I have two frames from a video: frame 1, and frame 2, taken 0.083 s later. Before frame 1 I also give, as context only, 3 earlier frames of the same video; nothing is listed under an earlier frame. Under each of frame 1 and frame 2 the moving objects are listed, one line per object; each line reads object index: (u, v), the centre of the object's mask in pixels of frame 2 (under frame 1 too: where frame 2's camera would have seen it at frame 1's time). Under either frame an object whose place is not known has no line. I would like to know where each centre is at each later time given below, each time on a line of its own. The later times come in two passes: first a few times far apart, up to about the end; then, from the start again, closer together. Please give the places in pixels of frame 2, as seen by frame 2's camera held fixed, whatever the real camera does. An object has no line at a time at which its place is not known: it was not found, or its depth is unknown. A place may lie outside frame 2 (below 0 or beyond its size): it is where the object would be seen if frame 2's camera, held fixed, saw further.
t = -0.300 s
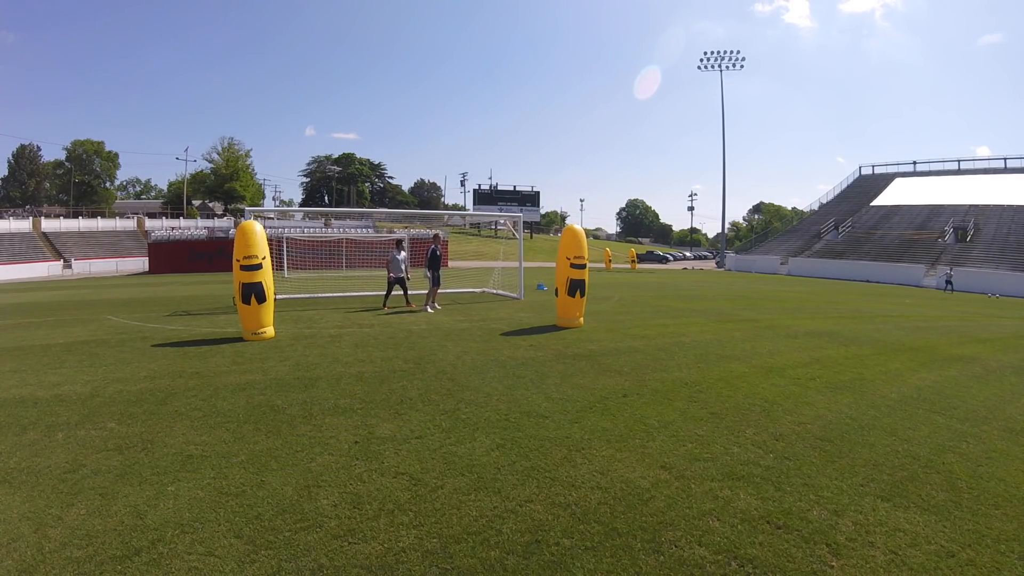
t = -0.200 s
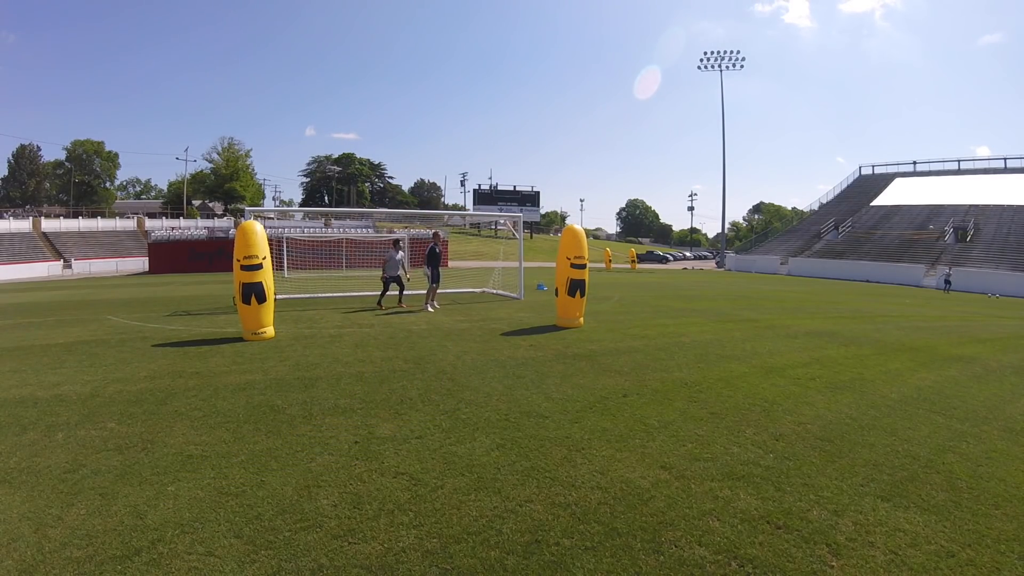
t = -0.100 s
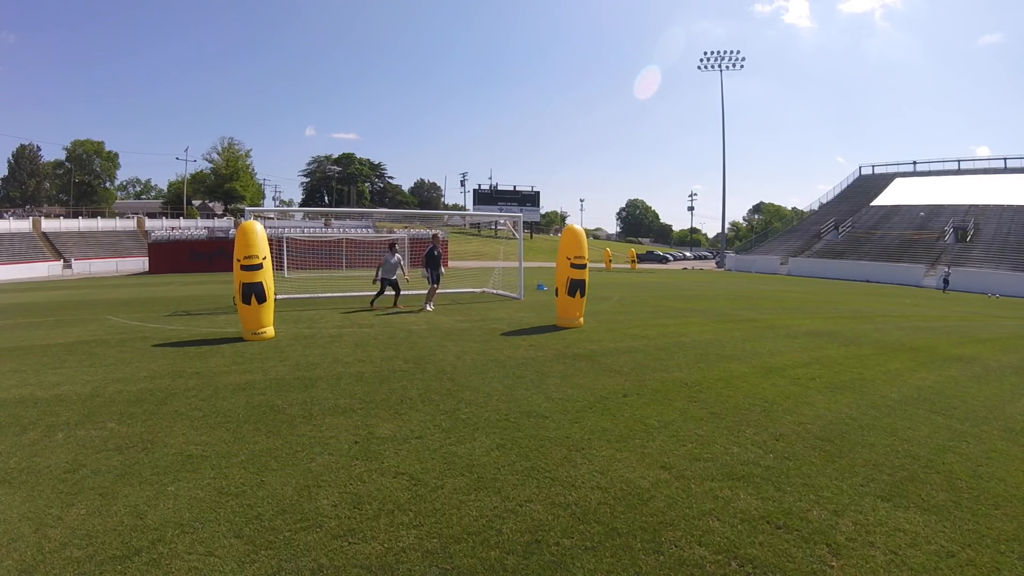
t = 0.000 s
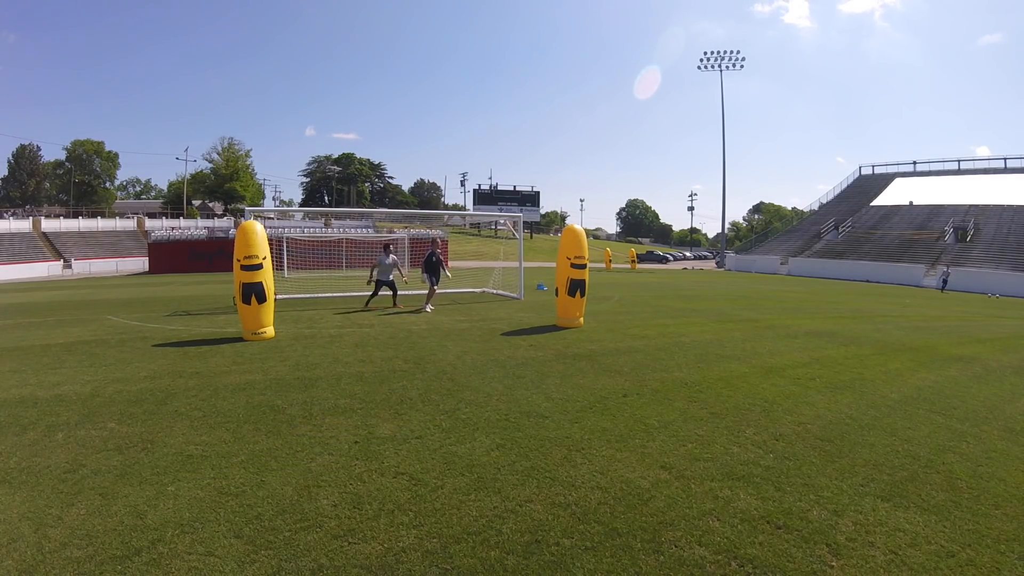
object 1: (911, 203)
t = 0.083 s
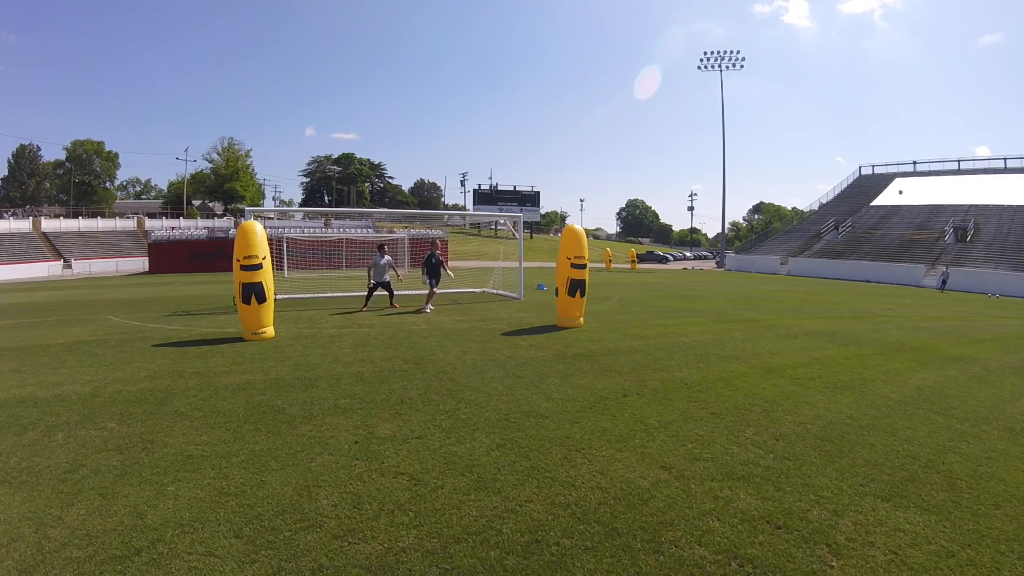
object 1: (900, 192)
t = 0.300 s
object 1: (866, 167)
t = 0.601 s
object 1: (800, 138)
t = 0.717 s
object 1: (766, 131)
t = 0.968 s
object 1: (669, 128)
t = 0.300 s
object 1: (866, 167)
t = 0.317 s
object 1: (863, 165)
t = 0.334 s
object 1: (860, 163)
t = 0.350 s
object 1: (858, 161)
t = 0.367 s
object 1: (854, 159)
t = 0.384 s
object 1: (851, 158)
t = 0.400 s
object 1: (847, 156)
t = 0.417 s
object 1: (844, 154)
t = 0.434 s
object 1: (840, 152)
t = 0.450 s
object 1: (837, 151)
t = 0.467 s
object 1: (833, 149)
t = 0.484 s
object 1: (830, 148)
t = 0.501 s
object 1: (826, 146)
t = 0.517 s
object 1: (821, 145)
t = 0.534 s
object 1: (817, 144)
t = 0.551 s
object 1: (813, 142)
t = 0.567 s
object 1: (809, 141)
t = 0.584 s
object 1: (805, 139)
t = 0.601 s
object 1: (800, 138)
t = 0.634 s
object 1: (791, 136)
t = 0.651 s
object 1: (786, 135)
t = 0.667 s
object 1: (781, 134)
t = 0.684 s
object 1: (776, 133)
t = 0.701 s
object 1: (771, 132)
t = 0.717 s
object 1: (766, 131)
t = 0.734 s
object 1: (760, 130)
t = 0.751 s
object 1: (755, 129)
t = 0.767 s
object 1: (749, 129)
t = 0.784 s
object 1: (743, 128)
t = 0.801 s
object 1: (737, 128)
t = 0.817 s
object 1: (731, 128)
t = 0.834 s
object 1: (725, 128)
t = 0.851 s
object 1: (718, 127)
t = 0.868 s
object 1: (712, 127)
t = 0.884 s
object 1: (705, 127)
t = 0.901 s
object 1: (698, 127)
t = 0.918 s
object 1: (691, 127)
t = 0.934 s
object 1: (684, 128)
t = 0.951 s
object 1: (676, 128)
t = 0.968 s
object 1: (669, 128)
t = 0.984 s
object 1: (661, 129)
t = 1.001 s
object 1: (653, 130)
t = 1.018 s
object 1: (645, 131)
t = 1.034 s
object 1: (636, 132)
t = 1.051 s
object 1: (628, 133)
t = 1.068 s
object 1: (619, 134)
